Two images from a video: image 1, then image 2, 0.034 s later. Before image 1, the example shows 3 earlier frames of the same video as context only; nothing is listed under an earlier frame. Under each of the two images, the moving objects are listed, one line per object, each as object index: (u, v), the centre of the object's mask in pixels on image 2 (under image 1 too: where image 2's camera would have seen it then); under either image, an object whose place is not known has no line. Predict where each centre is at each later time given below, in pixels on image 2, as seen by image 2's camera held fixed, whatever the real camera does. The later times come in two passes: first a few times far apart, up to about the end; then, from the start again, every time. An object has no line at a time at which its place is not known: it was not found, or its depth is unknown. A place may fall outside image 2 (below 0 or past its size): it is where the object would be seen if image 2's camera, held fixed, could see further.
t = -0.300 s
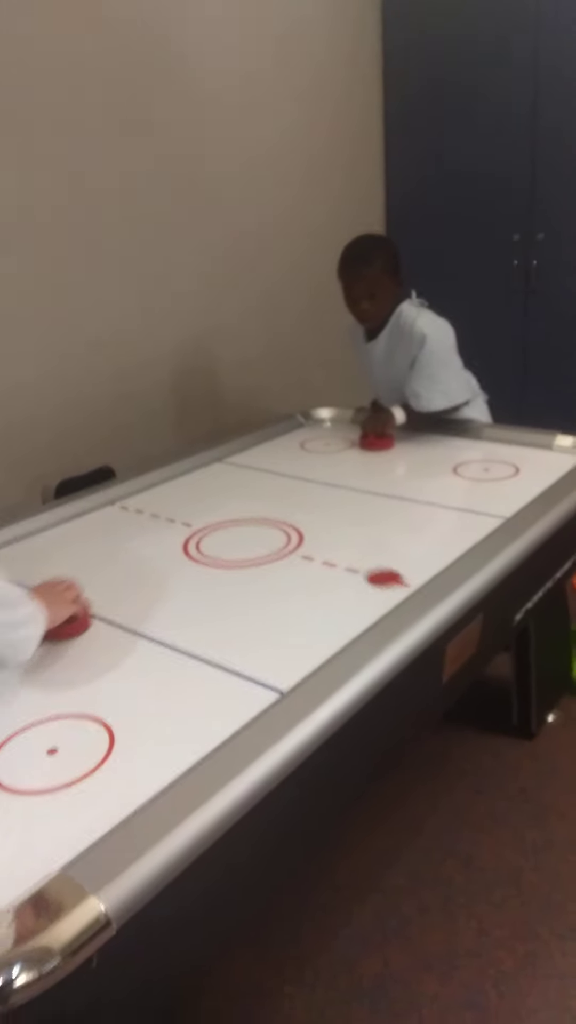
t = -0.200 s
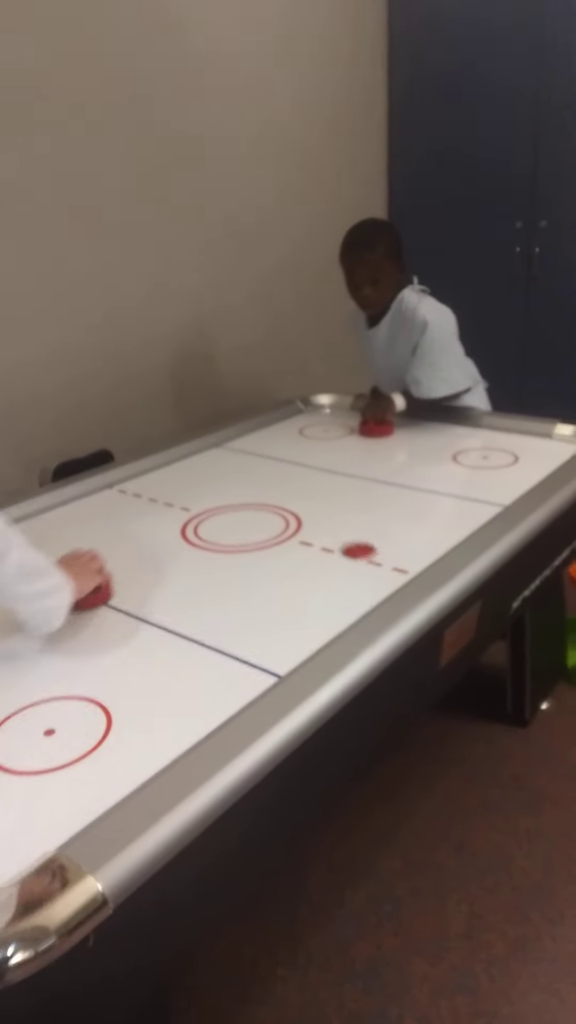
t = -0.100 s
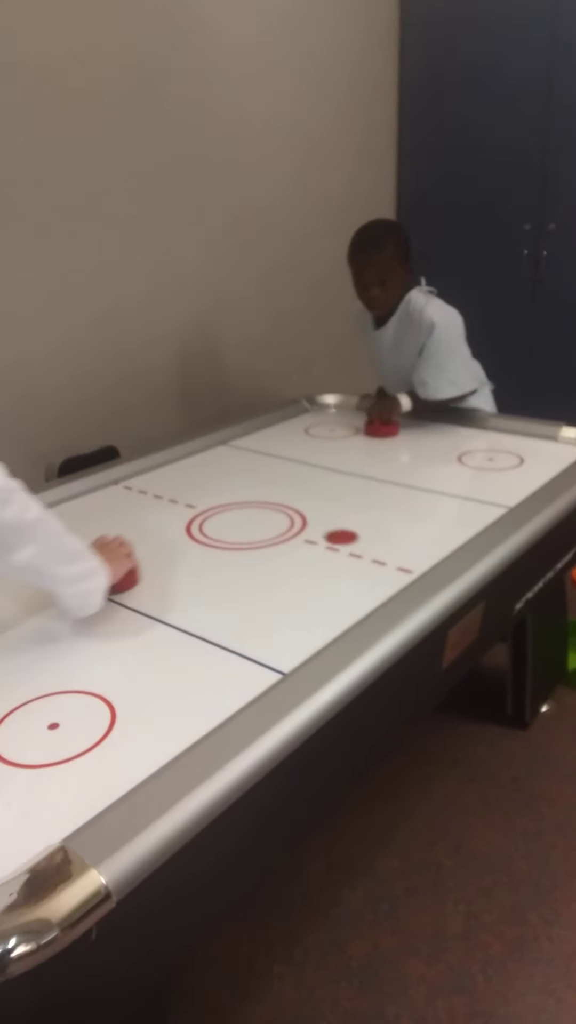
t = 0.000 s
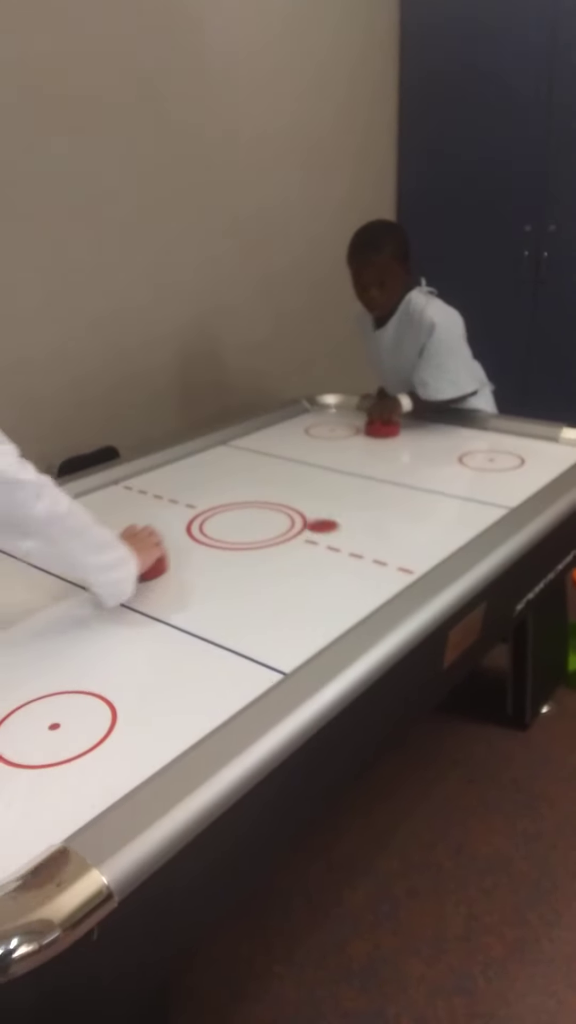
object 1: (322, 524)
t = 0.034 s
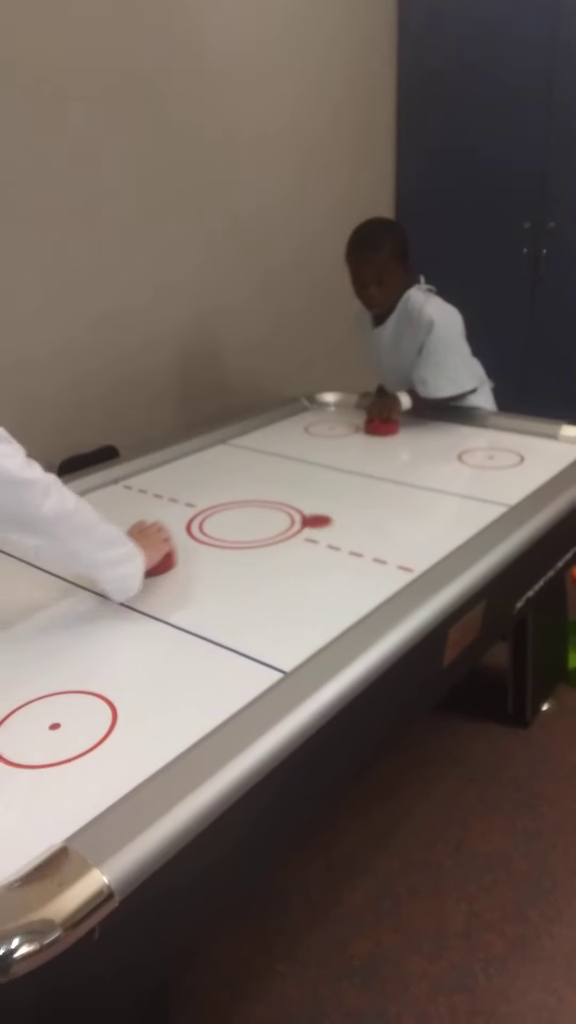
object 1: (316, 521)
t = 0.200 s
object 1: (289, 506)
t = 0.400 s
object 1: (261, 490)
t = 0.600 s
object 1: (238, 476)
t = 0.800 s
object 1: (218, 464)
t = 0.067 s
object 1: (310, 518)
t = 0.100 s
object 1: (305, 515)
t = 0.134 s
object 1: (299, 512)
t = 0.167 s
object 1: (294, 509)
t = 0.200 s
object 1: (289, 506)
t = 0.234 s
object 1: (284, 503)
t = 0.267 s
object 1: (279, 501)
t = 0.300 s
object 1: (275, 498)
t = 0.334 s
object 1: (270, 495)
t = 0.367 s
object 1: (266, 493)
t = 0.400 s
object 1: (261, 490)
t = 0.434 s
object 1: (257, 488)
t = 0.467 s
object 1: (254, 485)
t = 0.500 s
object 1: (249, 483)
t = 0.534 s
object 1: (245, 481)
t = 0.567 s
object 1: (242, 479)
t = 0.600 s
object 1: (238, 476)
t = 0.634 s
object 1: (235, 474)
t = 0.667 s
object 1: (231, 472)
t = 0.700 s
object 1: (228, 470)
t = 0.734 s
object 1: (225, 468)
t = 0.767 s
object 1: (221, 466)
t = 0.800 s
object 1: (218, 464)
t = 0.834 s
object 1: (215, 463)
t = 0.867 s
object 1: (211, 461)
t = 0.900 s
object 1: (208, 458)
